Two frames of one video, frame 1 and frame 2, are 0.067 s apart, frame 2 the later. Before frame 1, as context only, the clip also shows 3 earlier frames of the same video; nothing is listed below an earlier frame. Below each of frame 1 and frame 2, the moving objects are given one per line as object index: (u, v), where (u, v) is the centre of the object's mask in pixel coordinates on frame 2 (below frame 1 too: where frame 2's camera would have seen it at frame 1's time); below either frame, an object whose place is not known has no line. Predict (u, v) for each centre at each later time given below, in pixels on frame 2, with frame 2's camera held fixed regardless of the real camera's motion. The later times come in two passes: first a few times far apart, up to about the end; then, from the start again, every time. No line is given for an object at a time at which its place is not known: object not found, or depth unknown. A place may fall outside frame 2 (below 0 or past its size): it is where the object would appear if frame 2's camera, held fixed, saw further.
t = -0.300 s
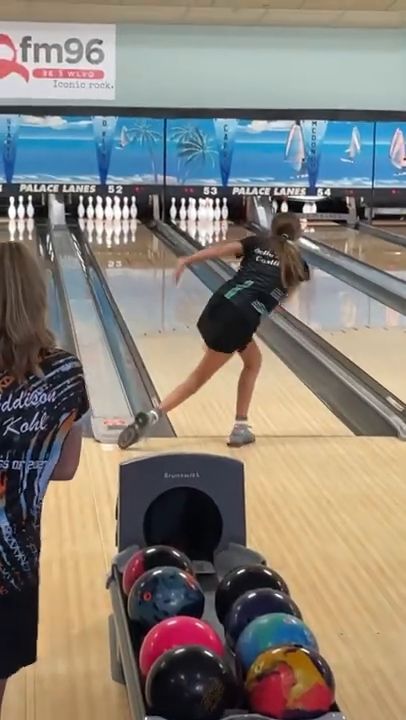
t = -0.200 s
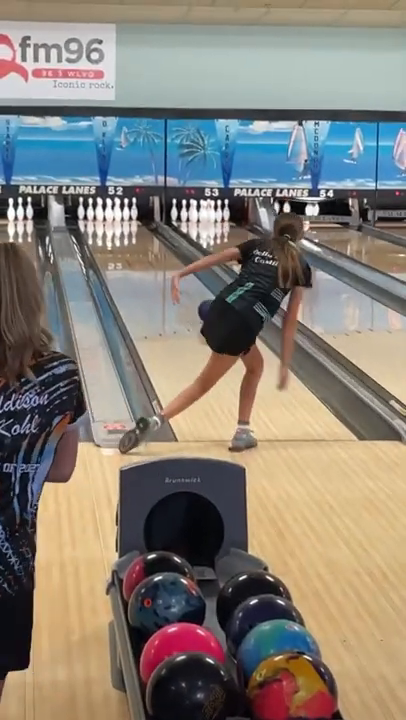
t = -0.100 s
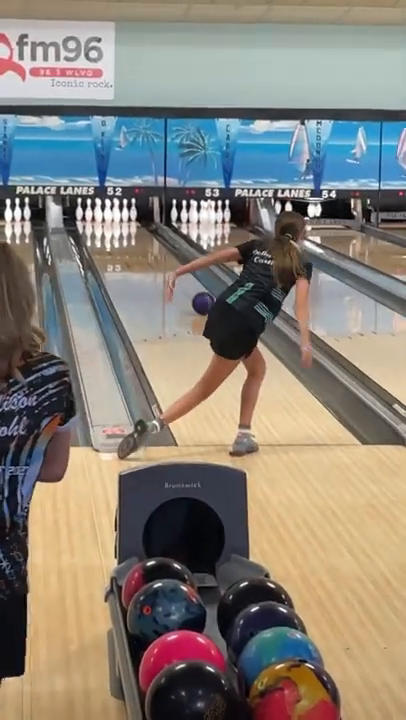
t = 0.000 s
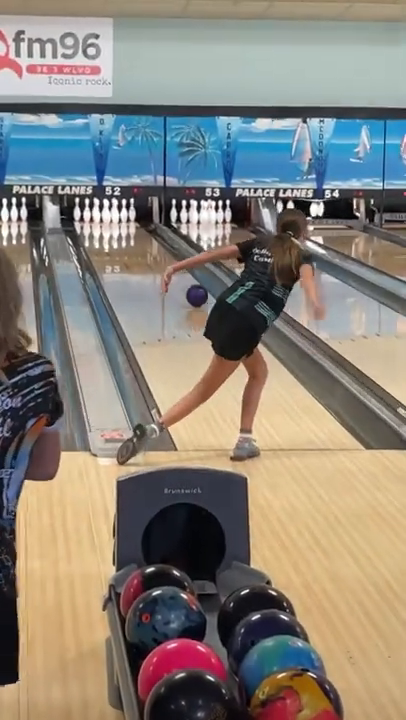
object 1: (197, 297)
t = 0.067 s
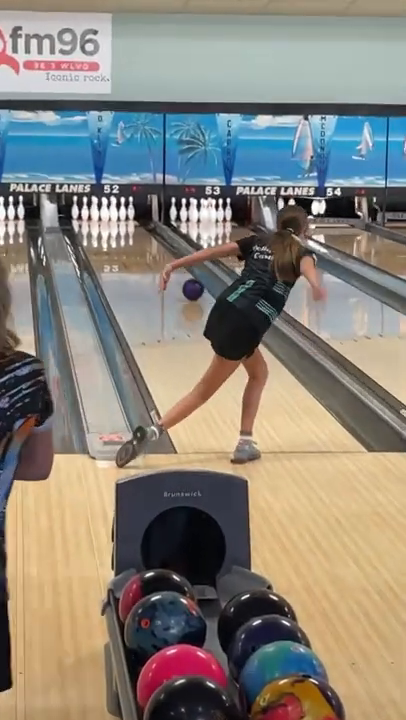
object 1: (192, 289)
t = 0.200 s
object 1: (183, 280)
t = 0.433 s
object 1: (171, 261)
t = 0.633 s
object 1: (162, 249)
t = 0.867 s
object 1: (150, 236)
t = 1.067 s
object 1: (139, 228)
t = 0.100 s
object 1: (189, 287)
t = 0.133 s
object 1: (188, 284)
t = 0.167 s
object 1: (185, 281)
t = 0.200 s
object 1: (183, 280)
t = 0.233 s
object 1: (182, 278)
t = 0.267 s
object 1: (183, 277)
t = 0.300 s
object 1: (175, 263)
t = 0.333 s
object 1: (174, 264)
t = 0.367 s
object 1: (173, 264)
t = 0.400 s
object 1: (172, 263)
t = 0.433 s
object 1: (171, 261)
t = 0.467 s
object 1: (170, 259)
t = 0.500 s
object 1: (168, 257)
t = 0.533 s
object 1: (167, 256)
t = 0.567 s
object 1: (166, 254)
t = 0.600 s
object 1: (164, 251)
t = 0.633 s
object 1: (162, 249)
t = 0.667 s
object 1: (161, 247)
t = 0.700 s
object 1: (159, 245)
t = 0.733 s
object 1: (157, 243)
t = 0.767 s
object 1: (155, 242)
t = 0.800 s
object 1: (153, 240)
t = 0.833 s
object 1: (150, 238)
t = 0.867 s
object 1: (150, 236)
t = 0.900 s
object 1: (148, 234)
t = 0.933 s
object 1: (147, 233)
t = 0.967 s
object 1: (145, 232)
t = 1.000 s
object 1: (142, 231)
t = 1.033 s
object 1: (141, 231)
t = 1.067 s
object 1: (139, 228)
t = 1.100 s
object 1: (137, 227)
